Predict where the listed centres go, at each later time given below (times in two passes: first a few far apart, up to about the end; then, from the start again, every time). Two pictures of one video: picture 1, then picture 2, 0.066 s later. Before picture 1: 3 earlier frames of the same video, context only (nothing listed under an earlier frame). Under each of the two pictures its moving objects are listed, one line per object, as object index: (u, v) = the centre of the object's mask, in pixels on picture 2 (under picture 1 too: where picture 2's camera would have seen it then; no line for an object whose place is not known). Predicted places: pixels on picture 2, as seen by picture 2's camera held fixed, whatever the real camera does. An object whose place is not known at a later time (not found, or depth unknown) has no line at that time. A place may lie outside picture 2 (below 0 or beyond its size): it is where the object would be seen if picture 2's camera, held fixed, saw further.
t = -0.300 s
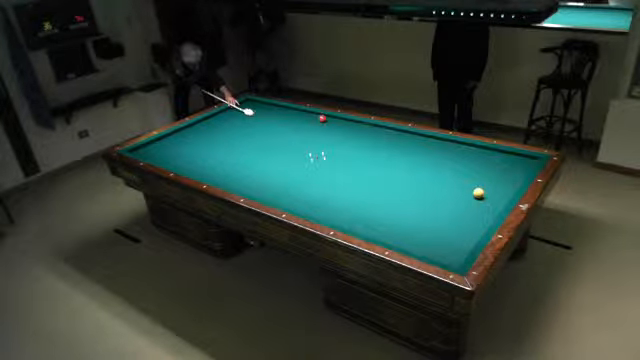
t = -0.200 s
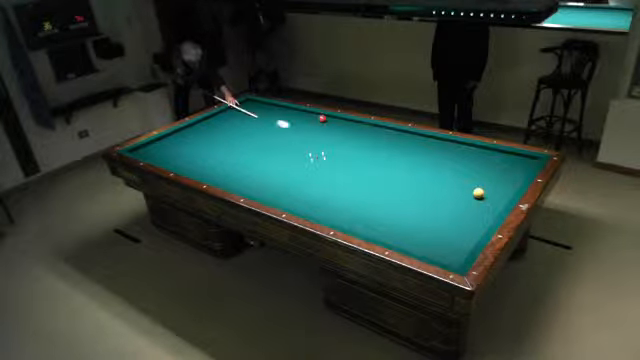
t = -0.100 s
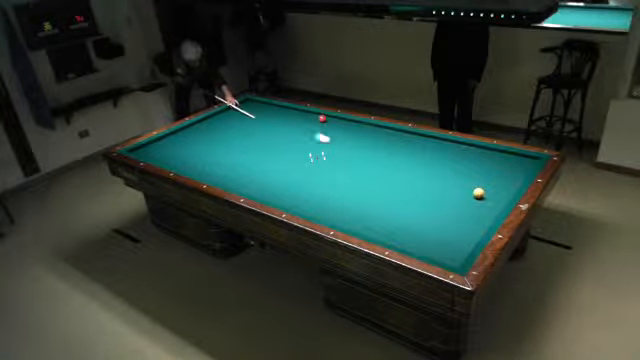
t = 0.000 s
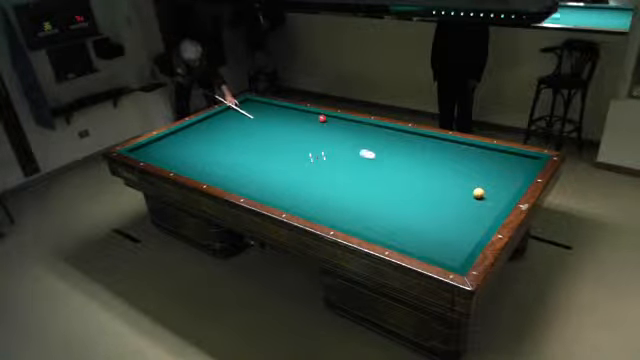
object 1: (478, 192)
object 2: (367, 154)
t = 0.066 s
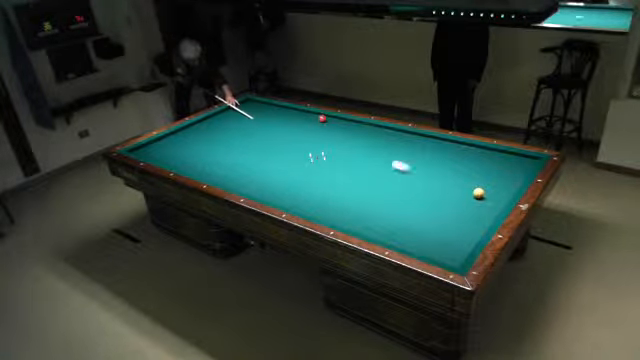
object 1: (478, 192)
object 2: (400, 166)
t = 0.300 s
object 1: (472, 190)
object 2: (466, 198)
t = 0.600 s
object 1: (358, 165)
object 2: (461, 213)
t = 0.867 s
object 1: (289, 150)
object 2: (457, 226)
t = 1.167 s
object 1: (225, 135)
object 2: (451, 242)
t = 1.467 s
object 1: (195, 131)
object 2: (445, 258)
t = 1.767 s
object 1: (231, 142)
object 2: (454, 254)
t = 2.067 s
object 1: (264, 154)
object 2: (464, 246)
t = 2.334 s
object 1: (296, 165)
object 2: (471, 240)
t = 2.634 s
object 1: (337, 179)
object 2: (476, 234)
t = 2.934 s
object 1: (383, 196)
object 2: (479, 227)
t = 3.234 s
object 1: (435, 213)
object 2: (482, 221)
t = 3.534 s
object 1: (470, 226)
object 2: (484, 216)
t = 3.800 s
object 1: (435, 217)
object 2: (486, 212)
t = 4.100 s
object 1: (402, 208)
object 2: (488, 208)
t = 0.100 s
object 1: (478, 192)
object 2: (418, 172)
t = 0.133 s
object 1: (478, 192)
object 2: (437, 179)
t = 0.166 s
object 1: (478, 192)
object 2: (456, 186)
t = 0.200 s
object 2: (468, 192)
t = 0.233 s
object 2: (468, 194)
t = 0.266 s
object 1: (487, 194)
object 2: (467, 196)
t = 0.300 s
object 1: (472, 190)
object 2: (466, 198)
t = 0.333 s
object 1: (455, 187)
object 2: (466, 200)
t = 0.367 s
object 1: (440, 184)
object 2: (465, 201)
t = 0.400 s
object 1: (428, 181)
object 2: (465, 203)
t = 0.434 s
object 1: (415, 178)
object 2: (464, 204)
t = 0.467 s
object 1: (403, 175)
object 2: (464, 206)
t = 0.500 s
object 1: (391, 172)
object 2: (463, 208)
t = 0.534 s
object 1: (379, 169)
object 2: (462, 209)
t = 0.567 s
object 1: (368, 167)
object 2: (462, 211)
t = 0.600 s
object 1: (358, 165)
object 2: (461, 213)
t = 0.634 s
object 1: (349, 163)
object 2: (461, 214)
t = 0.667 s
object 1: (339, 161)
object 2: (460, 216)
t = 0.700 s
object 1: (330, 158)
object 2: (460, 218)
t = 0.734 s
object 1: (322, 157)
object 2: (459, 219)
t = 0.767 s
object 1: (313, 155)
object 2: (458, 221)
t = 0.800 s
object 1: (305, 153)
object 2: (458, 223)
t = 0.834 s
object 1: (297, 151)
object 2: (457, 225)
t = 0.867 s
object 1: (289, 150)
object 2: (457, 226)
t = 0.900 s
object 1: (281, 148)
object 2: (456, 228)
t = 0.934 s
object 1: (274, 147)
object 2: (455, 230)
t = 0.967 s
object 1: (266, 145)
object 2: (454, 232)
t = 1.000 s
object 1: (259, 143)
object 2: (454, 235)
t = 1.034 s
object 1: (252, 141)
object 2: (453, 236)
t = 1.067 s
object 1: (244, 139)
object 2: (453, 237)
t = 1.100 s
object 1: (237, 138)
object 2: (452, 239)
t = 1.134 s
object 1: (230, 136)
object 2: (451, 241)
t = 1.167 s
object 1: (225, 135)
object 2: (451, 242)
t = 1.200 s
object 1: (217, 134)
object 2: (450, 245)
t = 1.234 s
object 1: (211, 132)
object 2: (449, 246)
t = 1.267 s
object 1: (205, 131)
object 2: (448, 248)
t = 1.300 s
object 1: (199, 130)
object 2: (448, 250)
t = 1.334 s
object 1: (193, 128)
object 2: (447, 252)
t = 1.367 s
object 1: (186, 127)
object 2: (446, 254)
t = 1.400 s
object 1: (186, 127)
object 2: (446, 256)
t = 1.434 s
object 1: (190, 129)
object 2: (445, 257)
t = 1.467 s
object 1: (195, 131)
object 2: (445, 258)
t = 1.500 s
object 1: (199, 132)
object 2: (445, 258)
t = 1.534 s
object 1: (203, 133)
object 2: (445, 257)
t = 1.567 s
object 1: (207, 134)
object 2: (447, 257)
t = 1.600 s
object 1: (212, 136)
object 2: (448, 256)
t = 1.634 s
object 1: (216, 137)
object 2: (450, 257)
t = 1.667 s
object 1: (219, 139)
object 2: (450, 256)
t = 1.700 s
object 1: (224, 140)
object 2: (452, 256)
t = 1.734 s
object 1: (227, 141)
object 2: (453, 255)
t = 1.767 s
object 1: (231, 142)
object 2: (454, 254)
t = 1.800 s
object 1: (235, 143)
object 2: (456, 253)
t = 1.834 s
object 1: (238, 145)
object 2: (456, 253)
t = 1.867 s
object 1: (242, 146)
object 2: (457, 252)
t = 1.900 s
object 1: (245, 147)
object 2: (458, 251)
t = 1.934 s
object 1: (249, 148)
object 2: (459, 250)
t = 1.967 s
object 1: (252, 150)
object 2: (461, 249)
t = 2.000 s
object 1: (256, 151)
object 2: (462, 248)
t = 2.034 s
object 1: (260, 152)
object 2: (463, 248)
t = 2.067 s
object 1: (264, 154)
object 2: (464, 246)
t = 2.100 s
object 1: (267, 155)
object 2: (464, 246)
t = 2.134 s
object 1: (271, 156)
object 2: (466, 245)
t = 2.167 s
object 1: (275, 158)
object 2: (467, 244)
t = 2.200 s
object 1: (279, 159)
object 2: (467, 243)
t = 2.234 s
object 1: (284, 161)
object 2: (468, 242)
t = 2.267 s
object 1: (288, 162)
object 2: (469, 241)
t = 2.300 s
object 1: (292, 164)
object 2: (470, 241)
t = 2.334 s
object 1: (296, 165)
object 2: (471, 240)
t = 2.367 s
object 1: (301, 167)
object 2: (472, 239)
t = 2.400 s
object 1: (305, 168)
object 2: (473, 239)
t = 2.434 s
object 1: (309, 170)
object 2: (473, 238)
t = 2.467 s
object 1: (314, 171)
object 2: (474, 237)
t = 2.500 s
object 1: (318, 173)
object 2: (474, 236)
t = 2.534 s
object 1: (323, 174)
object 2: (475, 236)
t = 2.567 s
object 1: (327, 176)
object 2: (475, 235)
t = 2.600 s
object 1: (332, 177)
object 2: (476, 235)
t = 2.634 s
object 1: (337, 179)
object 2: (476, 234)
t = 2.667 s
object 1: (342, 181)
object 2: (476, 233)
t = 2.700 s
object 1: (347, 182)
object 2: (477, 232)
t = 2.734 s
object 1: (351, 184)
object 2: (477, 232)
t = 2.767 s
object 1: (356, 185)
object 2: (477, 231)
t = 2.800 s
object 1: (362, 188)
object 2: (478, 230)
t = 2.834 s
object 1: (367, 189)
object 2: (478, 230)
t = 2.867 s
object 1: (372, 191)
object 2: (478, 229)
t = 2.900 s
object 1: (377, 193)
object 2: (479, 228)
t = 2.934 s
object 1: (383, 196)
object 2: (479, 227)
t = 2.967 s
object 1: (389, 197)
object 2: (479, 227)
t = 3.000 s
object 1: (394, 199)
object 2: (480, 226)
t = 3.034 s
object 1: (399, 201)
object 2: (480, 225)
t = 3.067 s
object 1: (405, 203)
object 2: (480, 225)
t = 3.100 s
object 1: (411, 205)
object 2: (481, 224)
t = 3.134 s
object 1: (417, 207)
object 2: (481, 224)
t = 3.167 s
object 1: (422, 209)
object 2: (481, 223)
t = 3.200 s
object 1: (428, 211)
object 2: (481, 222)
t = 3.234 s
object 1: (435, 213)
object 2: (482, 221)
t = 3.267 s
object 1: (441, 215)
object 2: (482, 221)
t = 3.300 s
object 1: (447, 217)
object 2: (482, 220)
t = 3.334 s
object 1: (454, 220)
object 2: (483, 219)
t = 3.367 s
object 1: (461, 222)
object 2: (483, 219)
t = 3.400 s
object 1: (468, 224)
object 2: (483, 219)
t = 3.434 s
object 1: (474, 227)
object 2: (484, 218)
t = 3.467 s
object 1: (479, 228)
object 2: (484, 217)
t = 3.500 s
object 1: (474, 228)
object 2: (484, 217)
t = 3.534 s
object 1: (470, 226)
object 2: (484, 216)
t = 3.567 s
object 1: (464, 224)
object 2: (485, 216)
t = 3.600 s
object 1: (459, 223)
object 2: (485, 215)
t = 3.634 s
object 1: (455, 222)
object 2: (485, 214)
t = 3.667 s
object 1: (452, 221)
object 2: (485, 214)
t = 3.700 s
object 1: (447, 220)
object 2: (485, 214)
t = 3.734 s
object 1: (442, 219)
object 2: (486, 213)
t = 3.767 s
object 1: (439, 218)
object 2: (486, 213)
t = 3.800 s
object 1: (435, 217)
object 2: (486, 212)
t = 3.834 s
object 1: (431, 216)
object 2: (486, 212)
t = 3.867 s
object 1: (427, 215)
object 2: (486, 211)
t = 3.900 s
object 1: (423, 214)
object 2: (487, 210)
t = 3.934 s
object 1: (420, 213)
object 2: (487, 210)
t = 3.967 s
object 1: (416, 212)
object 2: (487, 210)
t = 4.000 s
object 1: (413, 211)
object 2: (487, 209)
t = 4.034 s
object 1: (409, 210)
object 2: (487, 209)
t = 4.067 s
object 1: (405, 209)
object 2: (488, 208)
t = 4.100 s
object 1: (402, 208)
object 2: (488, 208)
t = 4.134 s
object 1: (398, 207)
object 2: (488, 207)
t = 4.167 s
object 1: (395, 206)
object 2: (488, 207)
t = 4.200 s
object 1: (391, 205)
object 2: (489, 206)
